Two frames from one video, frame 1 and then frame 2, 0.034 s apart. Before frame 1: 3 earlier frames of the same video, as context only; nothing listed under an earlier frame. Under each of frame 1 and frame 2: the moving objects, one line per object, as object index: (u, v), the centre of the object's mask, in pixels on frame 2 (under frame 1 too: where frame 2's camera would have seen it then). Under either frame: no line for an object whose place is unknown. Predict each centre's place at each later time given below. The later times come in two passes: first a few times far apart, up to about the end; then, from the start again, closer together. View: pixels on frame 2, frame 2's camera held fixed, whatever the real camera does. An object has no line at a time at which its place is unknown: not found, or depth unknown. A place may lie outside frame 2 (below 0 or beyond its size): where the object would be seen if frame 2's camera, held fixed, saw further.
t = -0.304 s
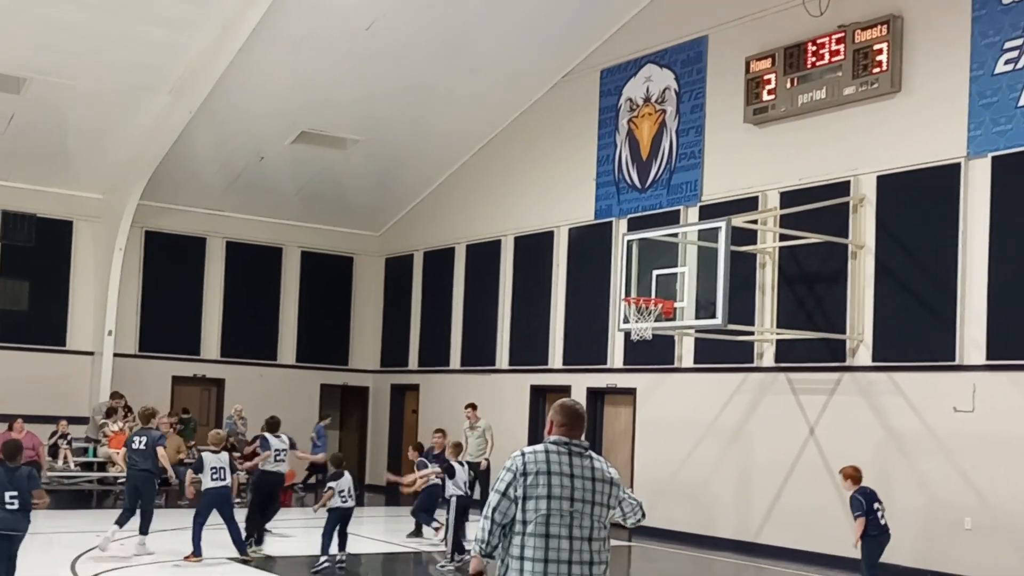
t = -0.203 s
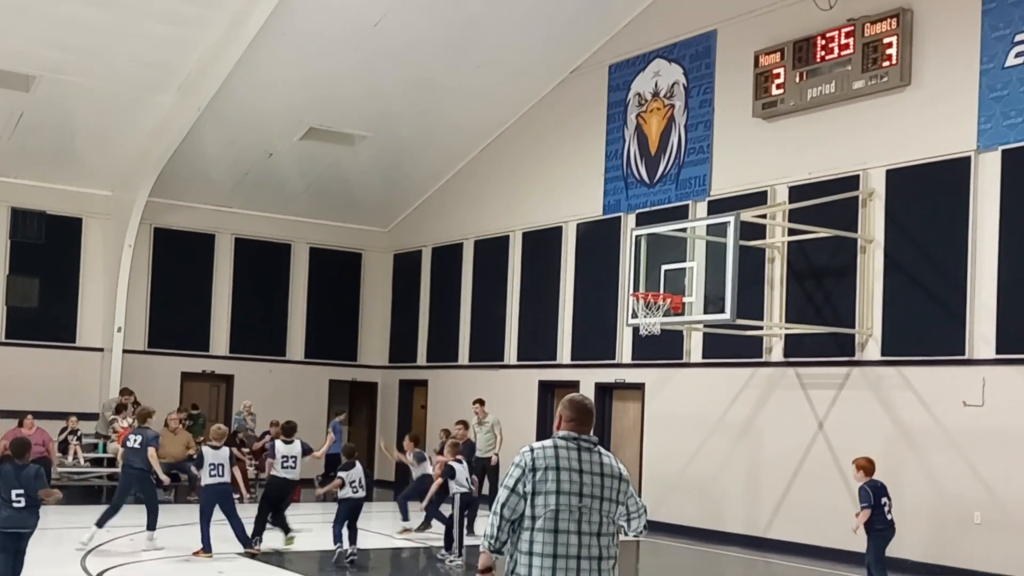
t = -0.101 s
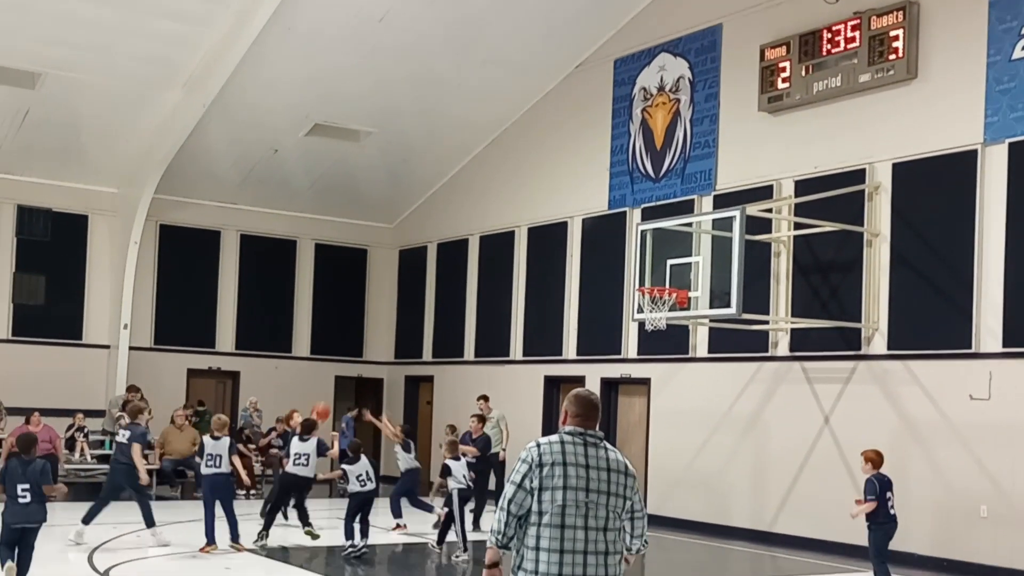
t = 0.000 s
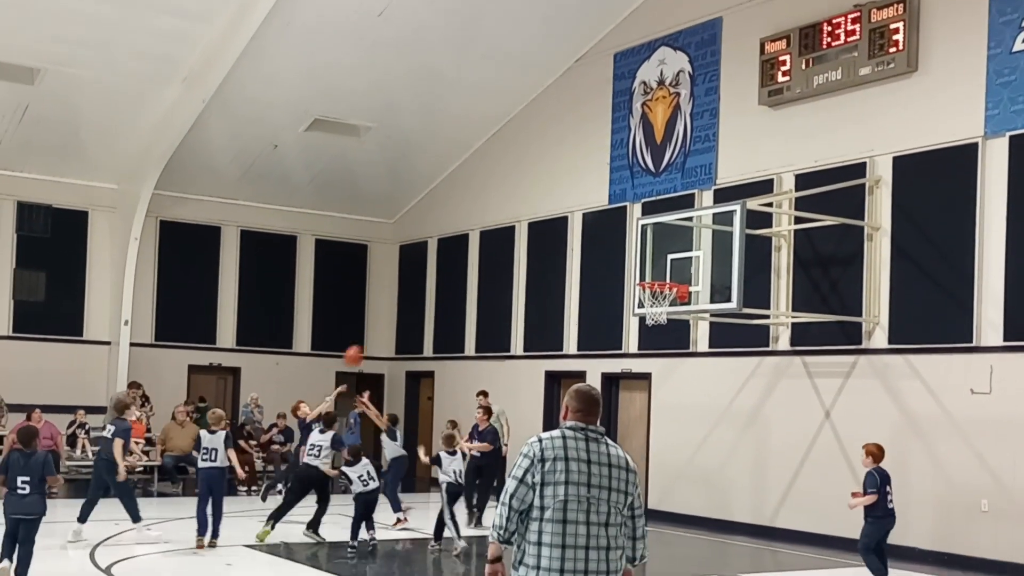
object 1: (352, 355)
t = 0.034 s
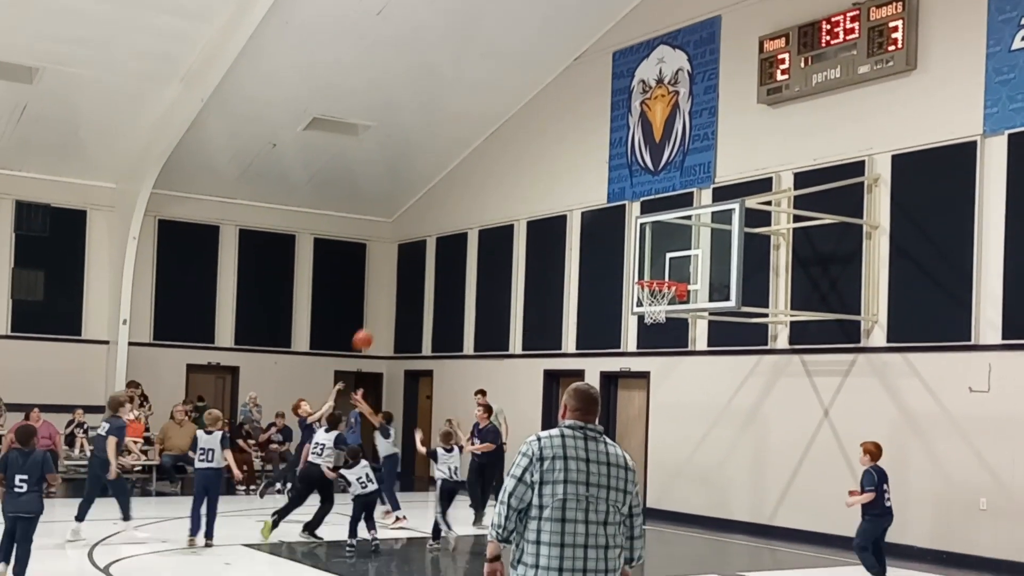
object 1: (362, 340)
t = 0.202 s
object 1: (416, 273)
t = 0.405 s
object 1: (482, 220)
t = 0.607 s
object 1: (546, 200)
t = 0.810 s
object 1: (611, 211)
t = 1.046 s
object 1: (688, 267)
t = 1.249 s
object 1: (696, 327)
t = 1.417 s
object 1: (693, 404)
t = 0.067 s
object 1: (374, 324)
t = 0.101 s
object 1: (385, 310)
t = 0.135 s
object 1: (396, 297)
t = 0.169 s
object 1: (406, 284)
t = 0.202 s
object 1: (416, 273)
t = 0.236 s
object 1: (427, 261)
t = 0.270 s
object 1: (439, 251)
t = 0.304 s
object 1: (449, 243)
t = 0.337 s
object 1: (460, 235)
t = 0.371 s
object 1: (471, 227)
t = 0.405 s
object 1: (482, 220)
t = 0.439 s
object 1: (492, 215)
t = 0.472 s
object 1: (503, 210)
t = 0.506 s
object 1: (514, 206)
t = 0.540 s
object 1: (524, 203)
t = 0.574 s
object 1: (535, 201)
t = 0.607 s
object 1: (546, 200)
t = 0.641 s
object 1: (556, 199)
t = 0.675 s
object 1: (567, 199)
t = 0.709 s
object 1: (578, 201)
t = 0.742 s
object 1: (589, 203)
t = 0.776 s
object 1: (601, 207)
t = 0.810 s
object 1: (611, 211)
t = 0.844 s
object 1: (621, 215)
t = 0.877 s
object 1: (633, 221)
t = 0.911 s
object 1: (645, 229)
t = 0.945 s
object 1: (656, 237)
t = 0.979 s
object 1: (666, 245)
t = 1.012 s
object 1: (677, 255)
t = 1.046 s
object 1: (688, 267)
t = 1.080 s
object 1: (699, 279)
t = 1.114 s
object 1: (700, 287)
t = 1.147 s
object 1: (699, 295)
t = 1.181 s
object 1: (699, 304)
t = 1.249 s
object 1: (696, 327)
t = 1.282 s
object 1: (695, 340)
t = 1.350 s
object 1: (694, 370)
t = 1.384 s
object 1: (693, 386)
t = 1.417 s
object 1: (693, 404)
